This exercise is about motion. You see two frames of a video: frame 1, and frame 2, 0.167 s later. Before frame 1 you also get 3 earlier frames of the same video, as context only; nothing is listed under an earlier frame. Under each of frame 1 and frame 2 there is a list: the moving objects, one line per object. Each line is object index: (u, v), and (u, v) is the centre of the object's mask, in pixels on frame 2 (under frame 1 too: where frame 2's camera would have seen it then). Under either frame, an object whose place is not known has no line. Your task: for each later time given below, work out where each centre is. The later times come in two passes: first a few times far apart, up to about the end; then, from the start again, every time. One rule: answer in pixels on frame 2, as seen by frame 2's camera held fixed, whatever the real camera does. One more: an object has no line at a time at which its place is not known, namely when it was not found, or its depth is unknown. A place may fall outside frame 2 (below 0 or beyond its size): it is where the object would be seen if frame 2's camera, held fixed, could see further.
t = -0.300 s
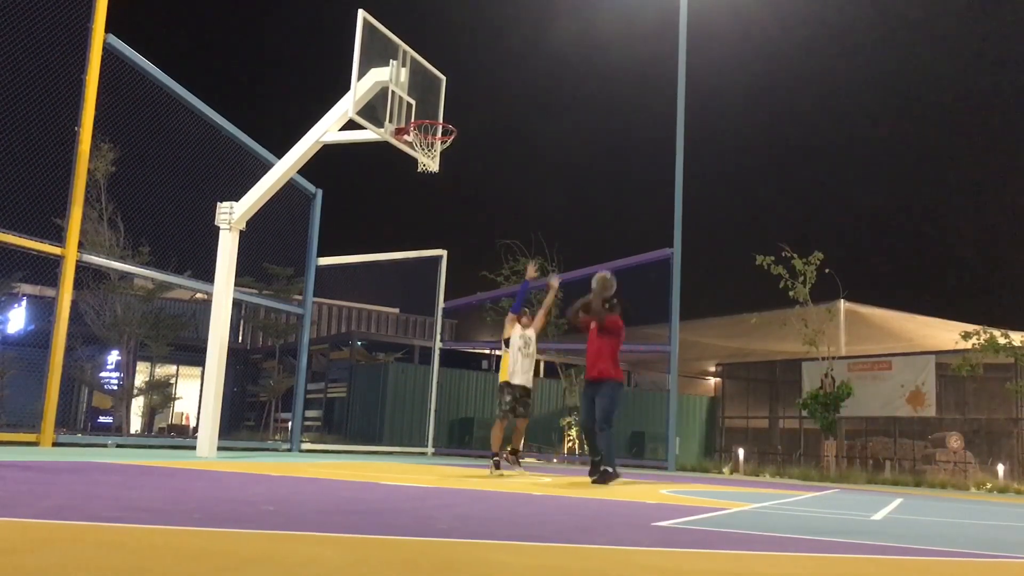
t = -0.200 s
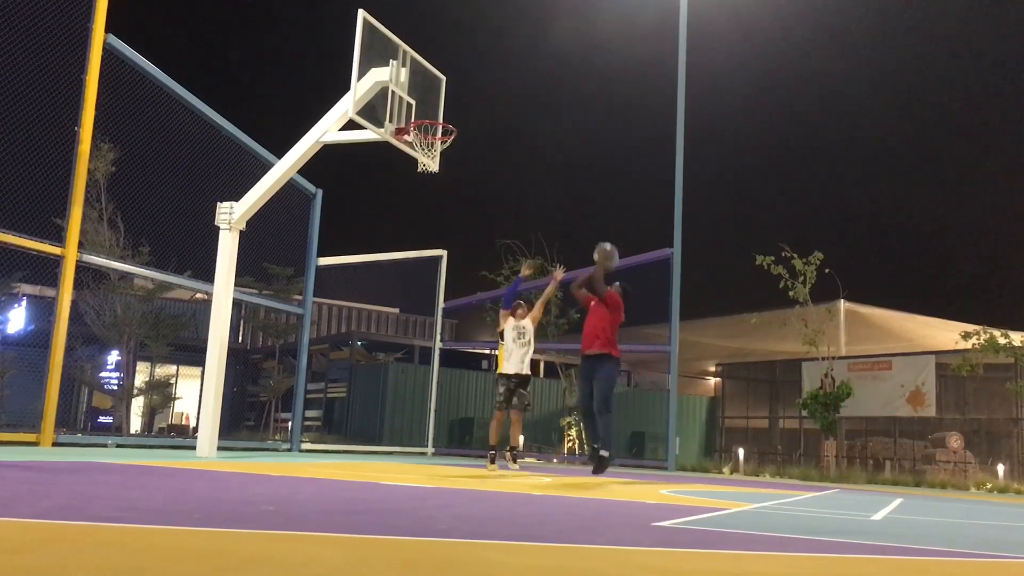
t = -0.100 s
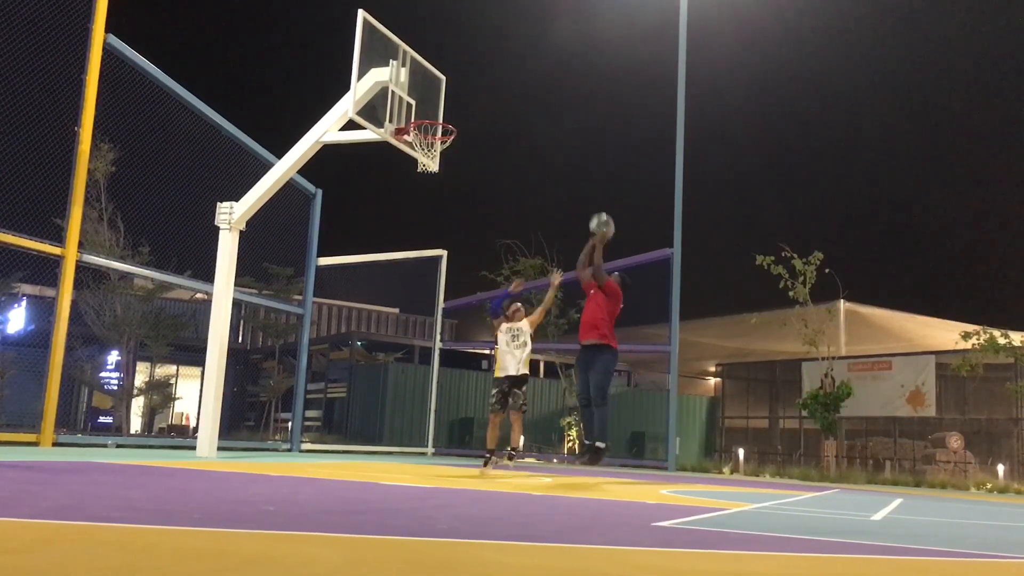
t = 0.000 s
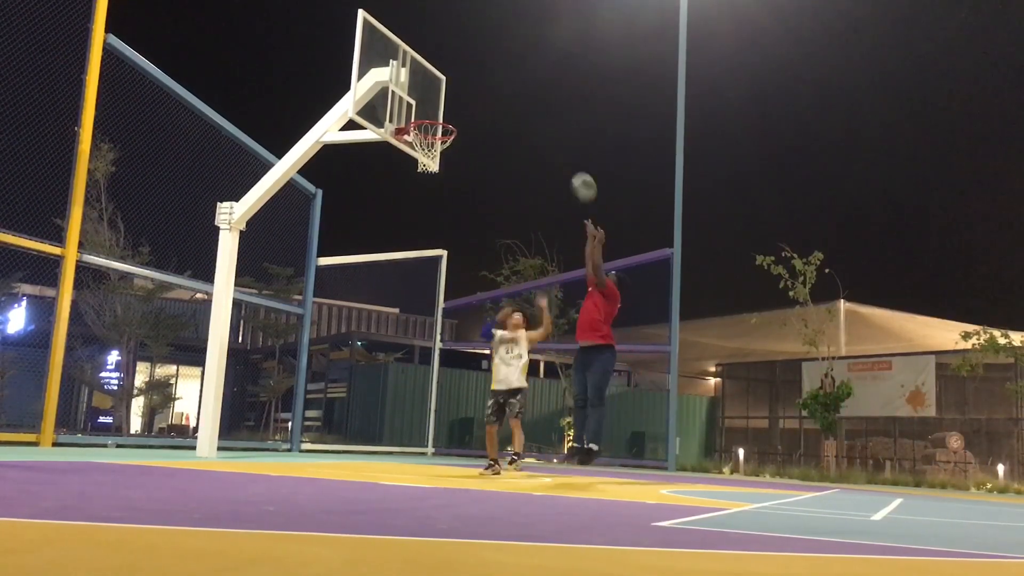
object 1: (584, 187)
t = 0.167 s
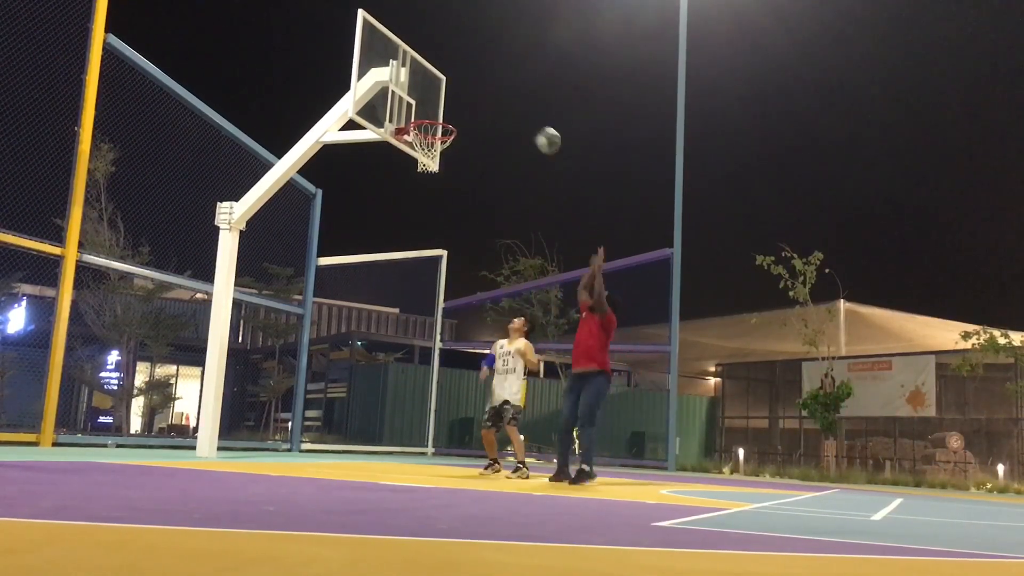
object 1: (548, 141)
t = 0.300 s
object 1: (519, 123)
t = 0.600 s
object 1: (460, 144)
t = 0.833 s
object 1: (450, 225)
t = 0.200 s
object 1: (541, 134)
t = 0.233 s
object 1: (533, 129)
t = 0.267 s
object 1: (526, 125)
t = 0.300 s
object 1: (519, 123)
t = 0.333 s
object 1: (511, 120)
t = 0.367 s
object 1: (504, 120)
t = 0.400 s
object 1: (496, 120)
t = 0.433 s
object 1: (489, 121)
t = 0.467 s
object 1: (481, 123)
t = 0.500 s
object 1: (473, 127)
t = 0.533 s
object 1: (465, 131)
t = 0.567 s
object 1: (462, 137)
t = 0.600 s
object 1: (460, 144)
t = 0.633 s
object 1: (459, 152)
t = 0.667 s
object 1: (458, 161)
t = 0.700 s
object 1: (457, 172)
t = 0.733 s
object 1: (455, 183)
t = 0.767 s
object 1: (454, 196)
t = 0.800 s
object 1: (452, 210)
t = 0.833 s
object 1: (450, 225)
